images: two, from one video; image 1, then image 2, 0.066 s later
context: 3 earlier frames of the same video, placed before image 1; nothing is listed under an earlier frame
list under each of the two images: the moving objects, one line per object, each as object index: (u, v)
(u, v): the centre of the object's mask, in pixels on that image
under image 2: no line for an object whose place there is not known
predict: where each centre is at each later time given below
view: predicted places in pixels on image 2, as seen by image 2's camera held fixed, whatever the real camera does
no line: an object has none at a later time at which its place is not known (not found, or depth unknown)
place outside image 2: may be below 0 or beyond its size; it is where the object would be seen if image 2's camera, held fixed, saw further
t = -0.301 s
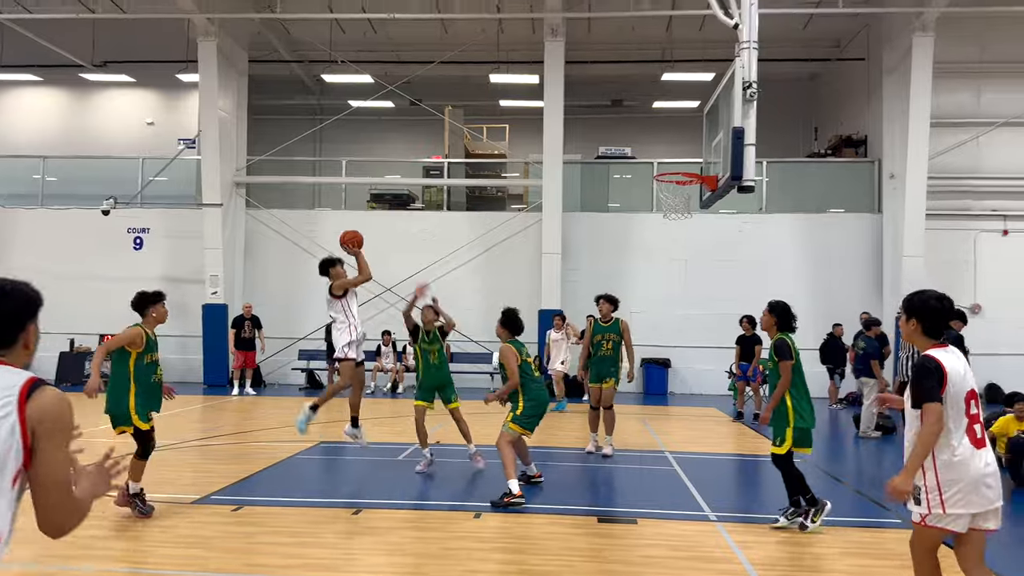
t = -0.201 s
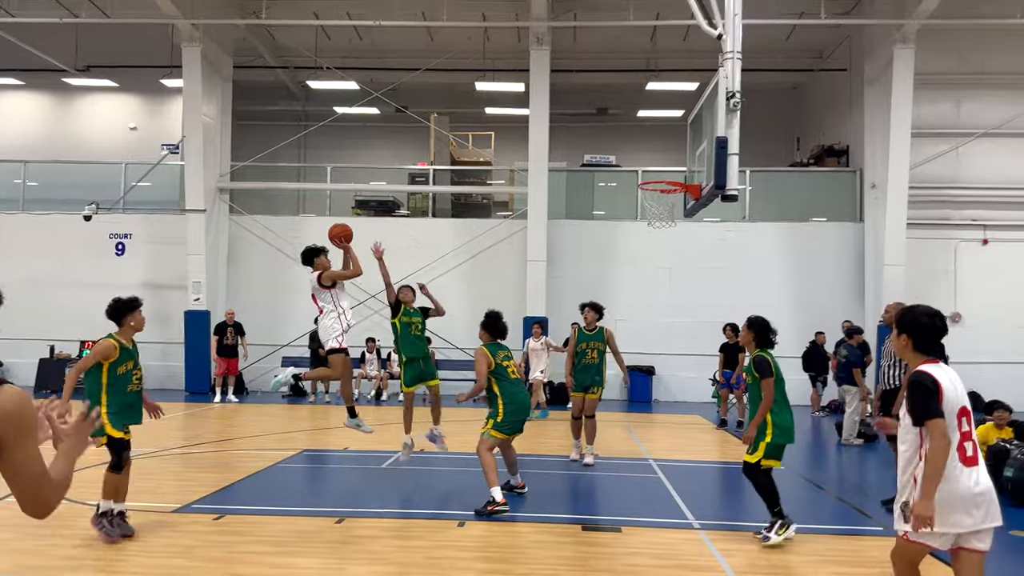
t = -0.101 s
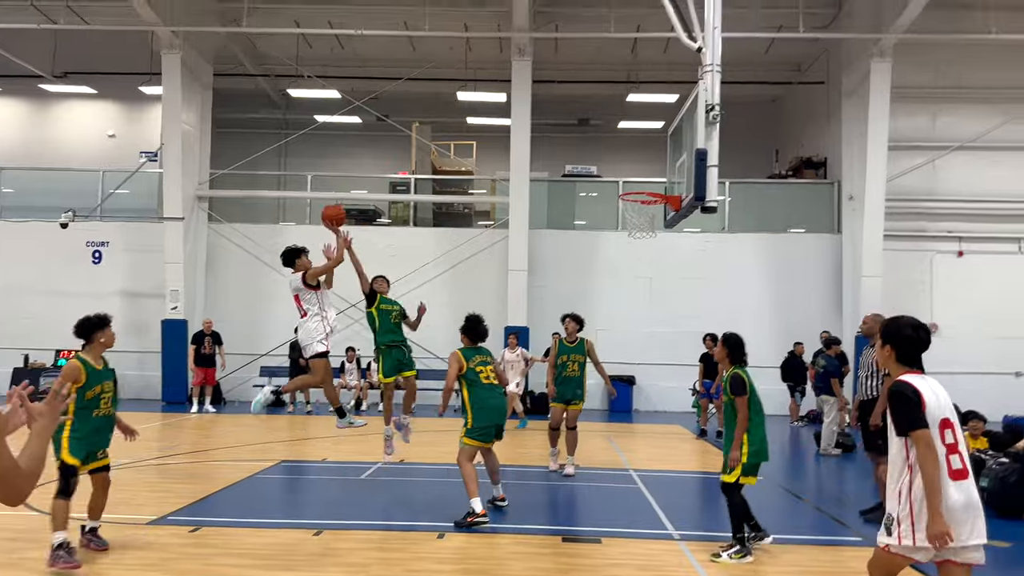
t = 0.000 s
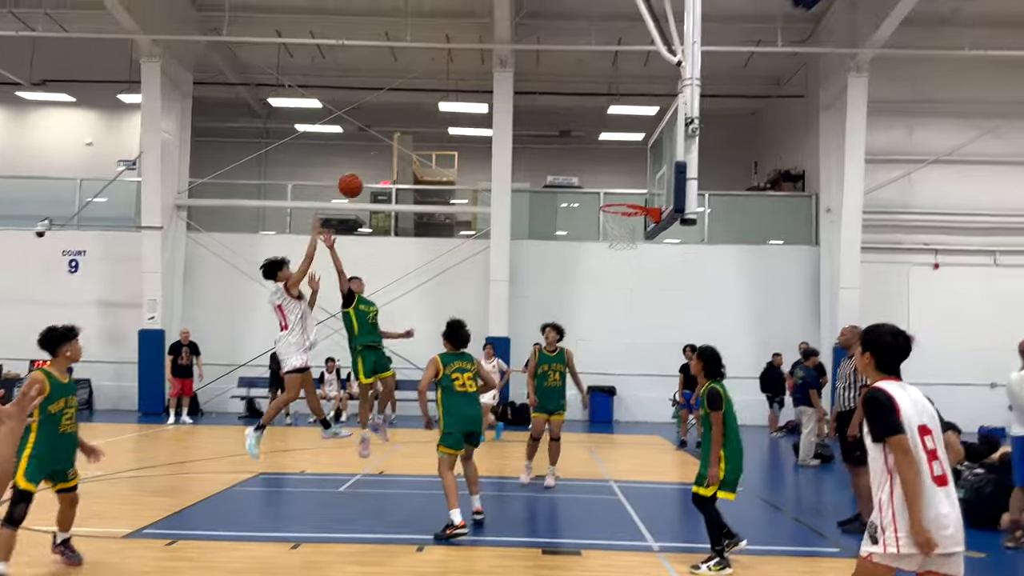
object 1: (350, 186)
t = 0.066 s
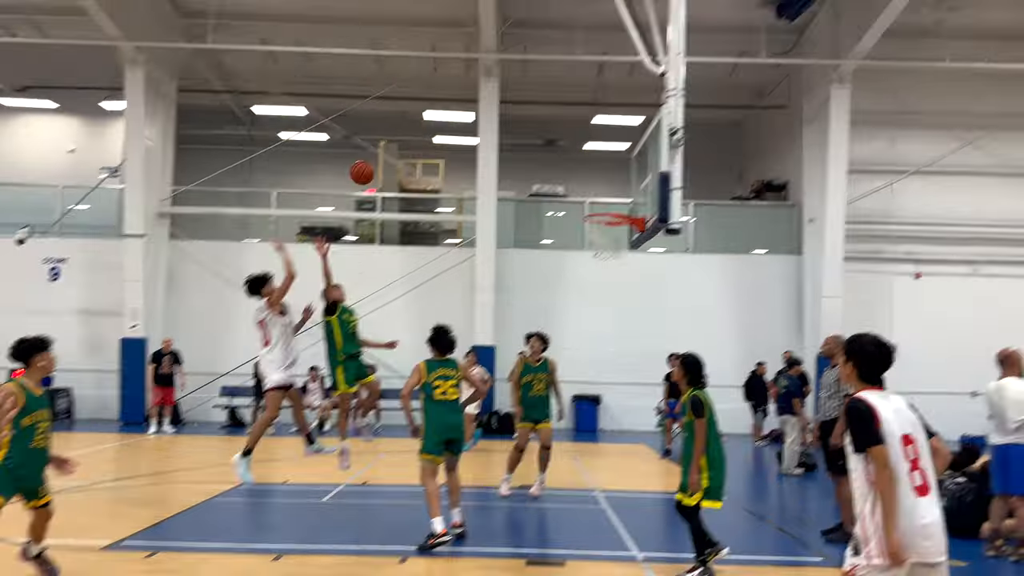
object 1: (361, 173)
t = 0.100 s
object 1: (376, 163)
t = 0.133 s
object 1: (392, 153)
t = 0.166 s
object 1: (404, 147)
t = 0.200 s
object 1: (417, 141)
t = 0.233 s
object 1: (429, 137)
